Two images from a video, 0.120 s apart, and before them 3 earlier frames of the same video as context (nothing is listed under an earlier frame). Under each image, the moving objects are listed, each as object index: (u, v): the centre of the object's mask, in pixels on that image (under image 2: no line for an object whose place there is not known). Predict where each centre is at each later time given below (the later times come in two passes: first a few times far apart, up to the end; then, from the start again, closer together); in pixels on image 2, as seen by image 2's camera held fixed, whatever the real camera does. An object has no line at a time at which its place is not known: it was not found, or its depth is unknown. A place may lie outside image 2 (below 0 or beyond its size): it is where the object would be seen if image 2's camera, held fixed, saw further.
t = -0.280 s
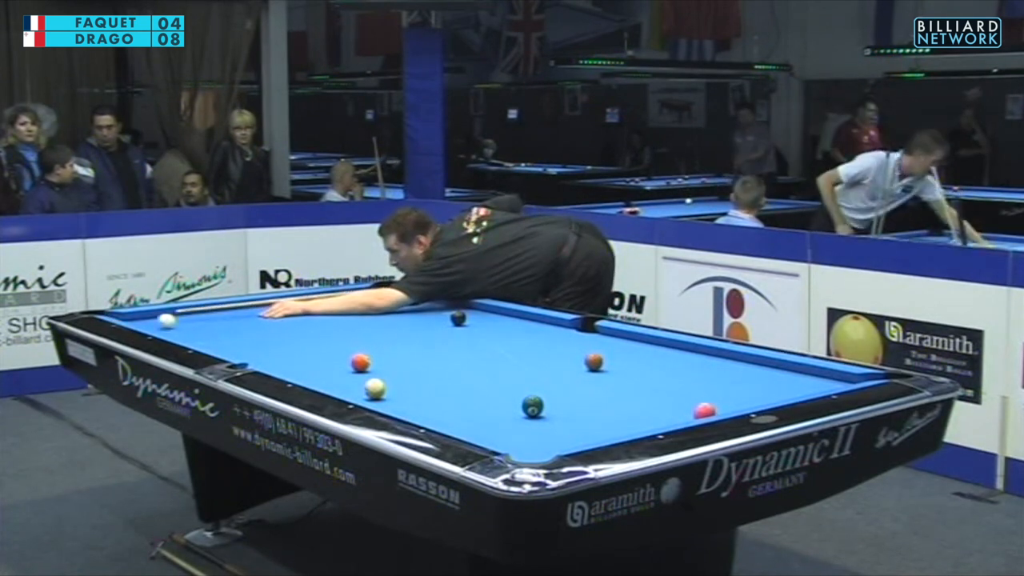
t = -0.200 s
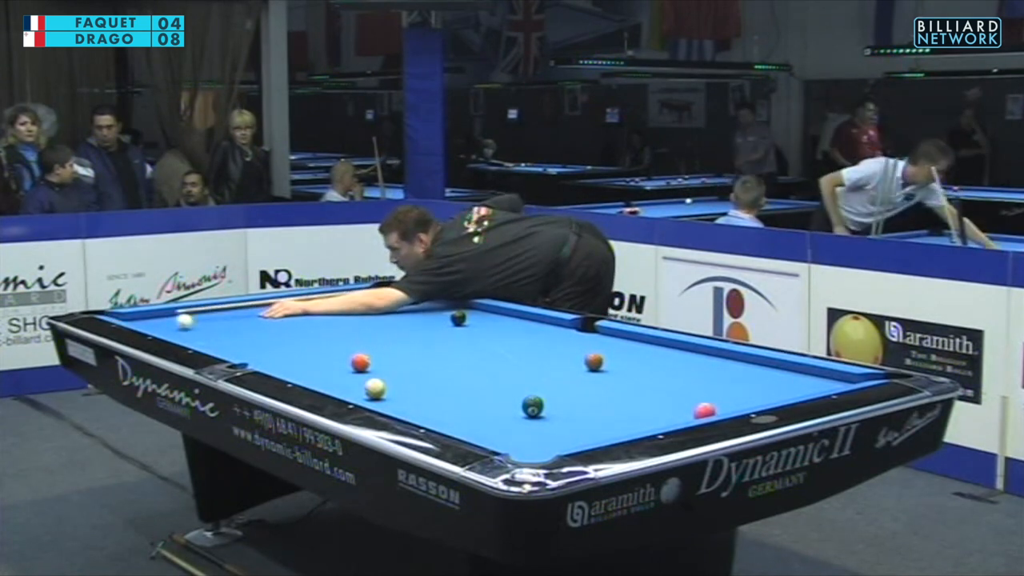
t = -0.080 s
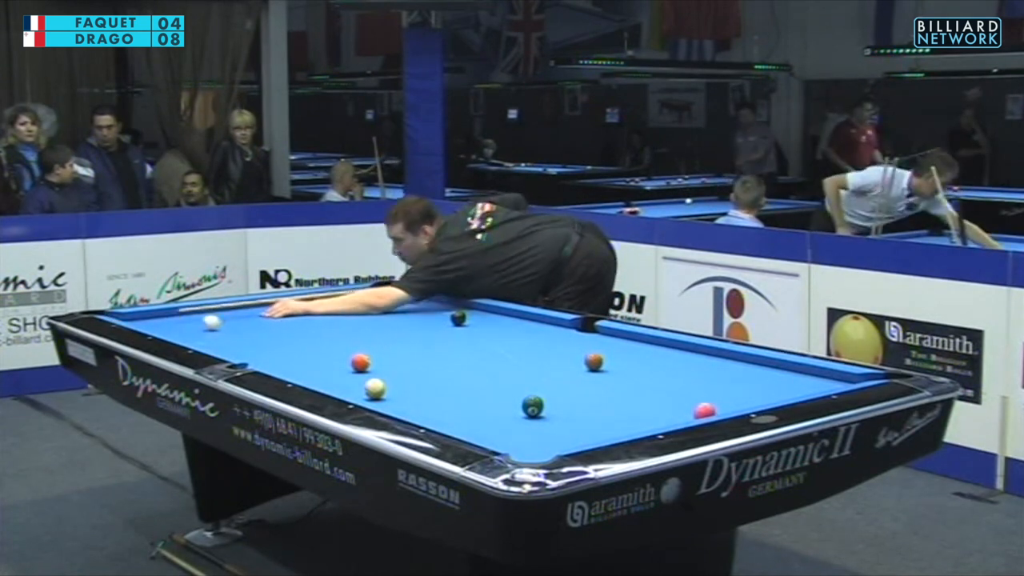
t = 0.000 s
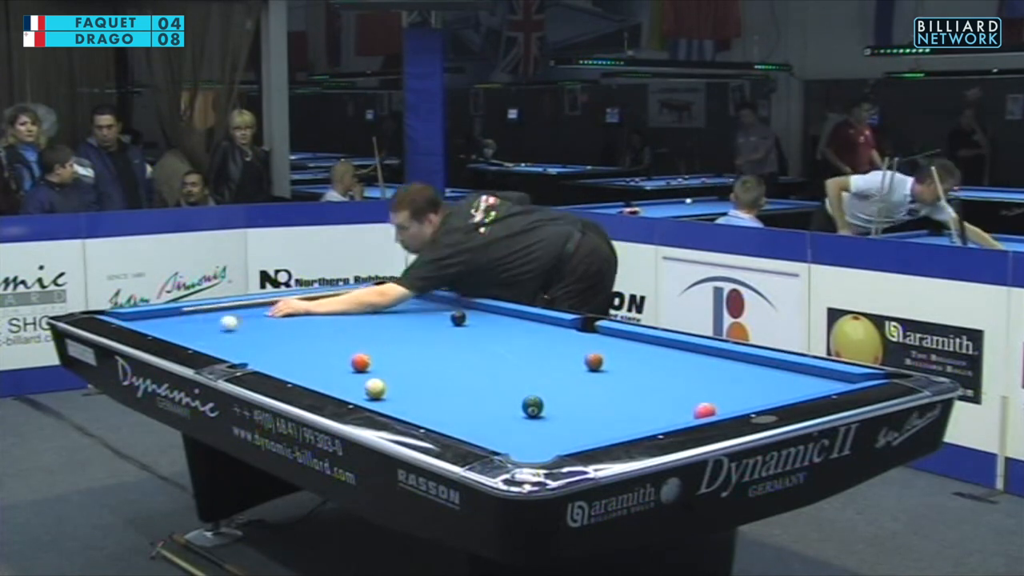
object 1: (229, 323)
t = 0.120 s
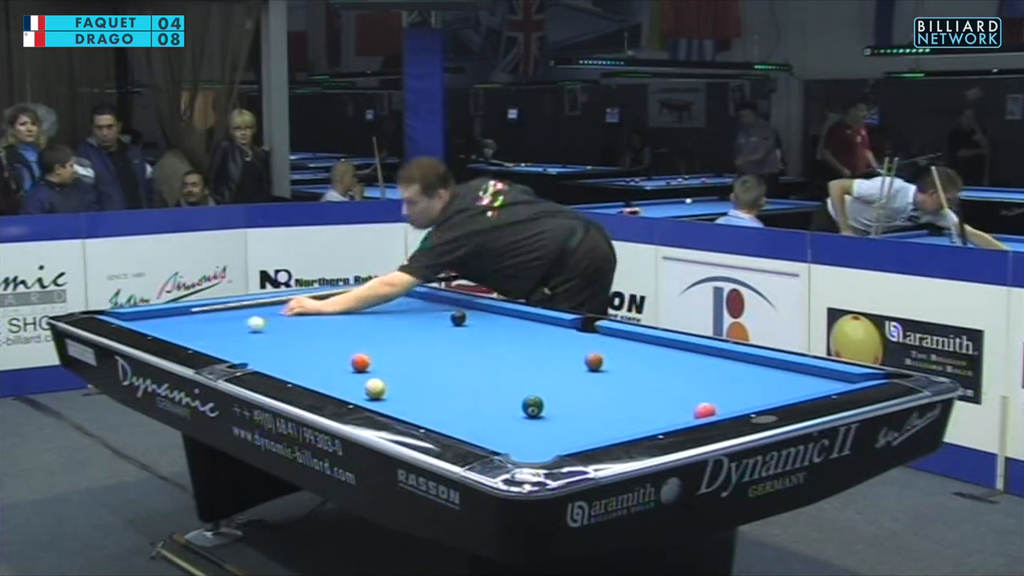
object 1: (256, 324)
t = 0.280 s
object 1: (291, 325)
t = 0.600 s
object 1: (362, 327)
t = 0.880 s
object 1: (423, 329)
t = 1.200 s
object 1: (493, 332)
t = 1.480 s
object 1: (553, 334)
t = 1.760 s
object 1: (612, 335)
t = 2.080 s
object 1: (643, 341)
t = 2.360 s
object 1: (650, 347)
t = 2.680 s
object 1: (657, 354)
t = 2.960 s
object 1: (663, 360)
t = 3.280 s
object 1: (670, 367)
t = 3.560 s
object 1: (677, 373)
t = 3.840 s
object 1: (683, 379)
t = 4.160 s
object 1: (691, 385)
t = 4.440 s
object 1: (697, 390)
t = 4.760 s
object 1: (703, 395)
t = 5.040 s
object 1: (710, 398)
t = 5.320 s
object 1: (716, 401)
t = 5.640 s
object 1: (722, 405)
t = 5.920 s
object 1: (725, 408)
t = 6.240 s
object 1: (723, 408)
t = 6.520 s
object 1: (723, 408)
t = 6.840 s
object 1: (723, 408)
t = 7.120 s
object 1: (723, 408)
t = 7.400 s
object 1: (723, 408)
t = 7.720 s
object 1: (723, 407)
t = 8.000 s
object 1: (723, 407)
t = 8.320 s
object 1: (723, 407)
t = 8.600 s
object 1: (723, 408)
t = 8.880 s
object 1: (723, 408)
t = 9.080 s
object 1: (723, 408)
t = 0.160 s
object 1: (265, 324)
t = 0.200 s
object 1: (273, 324)
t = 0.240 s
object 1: (282, 325)
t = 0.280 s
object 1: (291, 325)
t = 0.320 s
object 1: (300, 325)
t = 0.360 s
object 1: (308, 326)
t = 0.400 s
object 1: (318, 326)
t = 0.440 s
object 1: (326, 326)
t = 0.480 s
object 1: (335, 326)
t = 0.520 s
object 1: (344, 327)
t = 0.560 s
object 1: (353, 327)
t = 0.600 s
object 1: (362, 327)
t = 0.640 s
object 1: (370, 328)
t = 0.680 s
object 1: (380, 328)
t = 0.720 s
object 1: (388, 328)
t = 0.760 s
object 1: (397, 328)
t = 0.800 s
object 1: (406, 329)
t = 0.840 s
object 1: (415, 329)
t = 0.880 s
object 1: (423, 329)
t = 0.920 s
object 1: (432, 330)
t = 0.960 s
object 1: (441, 330)
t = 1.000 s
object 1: (449, 330)
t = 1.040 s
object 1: (458, 331)
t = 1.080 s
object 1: (467, 331)
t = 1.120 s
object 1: (476, 331)
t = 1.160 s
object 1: (484, 331)
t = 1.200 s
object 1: (493, 332)
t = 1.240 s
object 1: (502, 332)
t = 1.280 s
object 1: (511, 332)
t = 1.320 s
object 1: (519, 332)
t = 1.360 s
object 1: (528, 333)
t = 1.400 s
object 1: (536, 333)
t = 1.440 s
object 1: (545, 333)
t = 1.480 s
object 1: (553, 334)
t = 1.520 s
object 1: (562, 334)
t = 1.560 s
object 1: (570, 334)
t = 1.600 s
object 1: (579, 334)
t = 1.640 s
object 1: (587, 334)
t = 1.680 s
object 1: (596, 335)
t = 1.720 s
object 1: (604, 335)
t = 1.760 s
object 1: (612, 335)
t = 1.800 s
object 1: (621, 335)
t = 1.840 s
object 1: (629, 336)
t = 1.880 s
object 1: (638, 336)
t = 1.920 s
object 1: (639, 337)
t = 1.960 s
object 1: (640, 338)
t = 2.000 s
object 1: (641, 339)
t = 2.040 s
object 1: (642, 340)
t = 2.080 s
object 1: (643, 341)
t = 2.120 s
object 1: (644, 342)
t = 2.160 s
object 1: (645, 343)
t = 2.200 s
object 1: (646, 344)
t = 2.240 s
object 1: (647, 345)
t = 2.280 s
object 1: (648, 345)
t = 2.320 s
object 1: (649, 346)
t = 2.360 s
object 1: (650, 347)
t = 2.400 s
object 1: (651, 348)
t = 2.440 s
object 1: (652, 349)
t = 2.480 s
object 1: (652, 350)
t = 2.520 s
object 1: (653, 351)
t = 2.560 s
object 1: (654, 351)
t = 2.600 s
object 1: (655, 352)
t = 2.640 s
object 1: (656, 353)
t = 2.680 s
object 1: (657, 354)
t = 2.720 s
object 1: (658, 355)
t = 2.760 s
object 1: (659, 356)
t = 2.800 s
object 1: (659, 357)
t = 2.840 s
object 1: (660, 357)
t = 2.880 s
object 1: (662, 359)
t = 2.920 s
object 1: (662, 359)
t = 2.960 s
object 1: (663, 360)
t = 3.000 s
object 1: (664, 361)
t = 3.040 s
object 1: (665, 362)
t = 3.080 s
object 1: (666, 363)
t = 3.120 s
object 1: (667, 364)
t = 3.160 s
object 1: (668, 365)
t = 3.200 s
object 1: (669, 366)
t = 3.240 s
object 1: (670, 367)
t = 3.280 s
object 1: (670, 367)
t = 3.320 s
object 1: (671, 368)
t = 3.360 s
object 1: (672, 369)
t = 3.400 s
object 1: (673, 369)
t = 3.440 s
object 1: (674, 370)
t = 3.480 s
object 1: (675, 371)
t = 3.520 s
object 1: (676, 372)
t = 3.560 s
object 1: (677, 373)
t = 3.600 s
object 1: (678, 374)
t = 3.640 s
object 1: (678, 375)
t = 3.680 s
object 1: (680, 376)
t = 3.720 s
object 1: (681, 376)
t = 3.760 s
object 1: (682, 377)
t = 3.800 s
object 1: (683, 378)
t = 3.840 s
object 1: (683, 379)
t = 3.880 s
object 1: (684, 380)
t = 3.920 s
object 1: (685, 380)
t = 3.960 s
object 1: (686, 381)
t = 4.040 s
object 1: (687, 382)
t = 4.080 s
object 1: (688, 383)
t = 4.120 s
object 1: (690, 385)
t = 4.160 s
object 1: (691, 385)
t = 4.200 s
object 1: (691, 386)
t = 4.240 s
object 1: (693, 387)
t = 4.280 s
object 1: (694, 387)
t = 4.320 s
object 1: (695, 388)
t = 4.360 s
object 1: (695, 389)
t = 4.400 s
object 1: (696, 390)
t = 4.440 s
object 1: (697, 390)
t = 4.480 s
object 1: (698, 391)
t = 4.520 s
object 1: (698, 392)
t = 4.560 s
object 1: (699, 392)
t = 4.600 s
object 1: (700, 393)
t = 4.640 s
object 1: (700, 393)
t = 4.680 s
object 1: (701, 393)
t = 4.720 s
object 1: (702, 394)
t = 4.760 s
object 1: (703, 395)
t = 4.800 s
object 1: (704, 395)
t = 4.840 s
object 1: (705, 395)
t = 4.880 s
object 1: (706, 396)
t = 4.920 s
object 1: (707, 396)
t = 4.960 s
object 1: (708, 397)
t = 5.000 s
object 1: (709, 397)
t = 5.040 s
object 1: (710, 398)
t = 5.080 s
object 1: (711, 398)
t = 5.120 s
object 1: (712, 399)
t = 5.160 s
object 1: (713, 399)
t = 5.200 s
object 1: (714, 400)
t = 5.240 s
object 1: (715, 401)
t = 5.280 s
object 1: (716, 401)
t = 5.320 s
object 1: (716, 401)
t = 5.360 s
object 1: (717, 402)
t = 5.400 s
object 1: (718, 402)
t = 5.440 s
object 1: (719, 403)
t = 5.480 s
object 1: (720, 403)
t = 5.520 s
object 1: (720, 404)
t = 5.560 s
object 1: (721, 404)
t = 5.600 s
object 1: (721, 405)
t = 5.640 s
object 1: (722, 405)
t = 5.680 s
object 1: (723, 406)
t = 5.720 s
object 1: (723, 406)
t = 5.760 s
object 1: (724, 406)
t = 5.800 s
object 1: (724, 407)
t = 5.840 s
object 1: (725, 407)
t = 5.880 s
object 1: (725, 407)
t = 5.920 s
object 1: (725, 408)
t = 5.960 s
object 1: (725, 408)
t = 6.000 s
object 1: (725, 408)
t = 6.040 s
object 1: (725, 408)
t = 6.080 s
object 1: (724, 408)
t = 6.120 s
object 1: (724, 408)
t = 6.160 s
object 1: (724, 408)
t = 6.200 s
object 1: (724, 408)
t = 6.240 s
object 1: (723, 408)
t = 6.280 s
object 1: (723, 408)
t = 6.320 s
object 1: (723, 408)
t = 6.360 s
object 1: (723, 408)
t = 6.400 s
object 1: (723, 408)
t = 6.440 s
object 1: (723, 408)
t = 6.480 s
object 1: (723, 408)
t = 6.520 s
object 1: (723, 408)
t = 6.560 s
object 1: (723, 408)
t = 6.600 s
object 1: (723, 408)
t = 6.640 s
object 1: (723, 408)
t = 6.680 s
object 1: (723, 408)
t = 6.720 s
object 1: (723, 408)
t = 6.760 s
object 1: (723, 408)
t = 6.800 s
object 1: (723, 408)
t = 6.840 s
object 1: (723, 408)
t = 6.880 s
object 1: (723, 408)
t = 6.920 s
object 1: (723, 408)
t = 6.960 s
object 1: (723, 408)
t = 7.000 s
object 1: (723, 408)
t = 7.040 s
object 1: (723, 408)
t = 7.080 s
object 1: (723, 408)
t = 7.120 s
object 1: (723, 408)
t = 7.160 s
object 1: (723, 408)
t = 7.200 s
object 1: (723, 408)
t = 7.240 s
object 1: (723, 408)
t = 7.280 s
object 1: (723, 408)
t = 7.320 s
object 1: (723, 408)
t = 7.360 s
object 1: (723, 408)
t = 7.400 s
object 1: (723, 408)
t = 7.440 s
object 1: (723, 408)
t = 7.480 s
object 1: (723, 408)
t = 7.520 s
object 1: (723, 407)
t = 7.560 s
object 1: (723, 407)
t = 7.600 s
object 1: (723, 408)
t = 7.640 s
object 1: (723, 407)
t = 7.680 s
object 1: (723, 407)
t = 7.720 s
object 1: (723, 407)
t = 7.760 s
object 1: (723, 407)
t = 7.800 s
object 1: (723, 407)
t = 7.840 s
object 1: (723, 407)
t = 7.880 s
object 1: (723, 407)
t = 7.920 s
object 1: (723, 407)
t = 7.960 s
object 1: (723, 407)
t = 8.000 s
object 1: (723, 407)
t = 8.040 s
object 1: (723, 407)
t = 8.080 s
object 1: (723, 408)
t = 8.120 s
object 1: (723, 407)
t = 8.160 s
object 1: (723, 408)
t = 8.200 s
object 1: (723, 407)
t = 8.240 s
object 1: (723, 407)
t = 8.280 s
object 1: (723, 407)
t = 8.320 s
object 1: (723, 407)
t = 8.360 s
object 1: (723, 407)
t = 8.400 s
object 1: (723, 407)
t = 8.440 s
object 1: (723, 407)
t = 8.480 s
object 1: (723, 408)
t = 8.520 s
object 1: (723, 408)
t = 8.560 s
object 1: (723, 408)
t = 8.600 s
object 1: (723, 408)
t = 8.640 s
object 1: (723, 408)
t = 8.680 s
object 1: (723, 408)
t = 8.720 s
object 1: (723, 408)
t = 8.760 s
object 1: (723, 408)
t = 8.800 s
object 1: (723, 408)
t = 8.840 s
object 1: (723, 408)
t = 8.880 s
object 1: (723, 408)
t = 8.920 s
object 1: (723, 408)
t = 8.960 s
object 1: (723, 408)
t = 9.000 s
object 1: (723, 408)
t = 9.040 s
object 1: (723, 408)
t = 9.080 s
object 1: (723, 408)
